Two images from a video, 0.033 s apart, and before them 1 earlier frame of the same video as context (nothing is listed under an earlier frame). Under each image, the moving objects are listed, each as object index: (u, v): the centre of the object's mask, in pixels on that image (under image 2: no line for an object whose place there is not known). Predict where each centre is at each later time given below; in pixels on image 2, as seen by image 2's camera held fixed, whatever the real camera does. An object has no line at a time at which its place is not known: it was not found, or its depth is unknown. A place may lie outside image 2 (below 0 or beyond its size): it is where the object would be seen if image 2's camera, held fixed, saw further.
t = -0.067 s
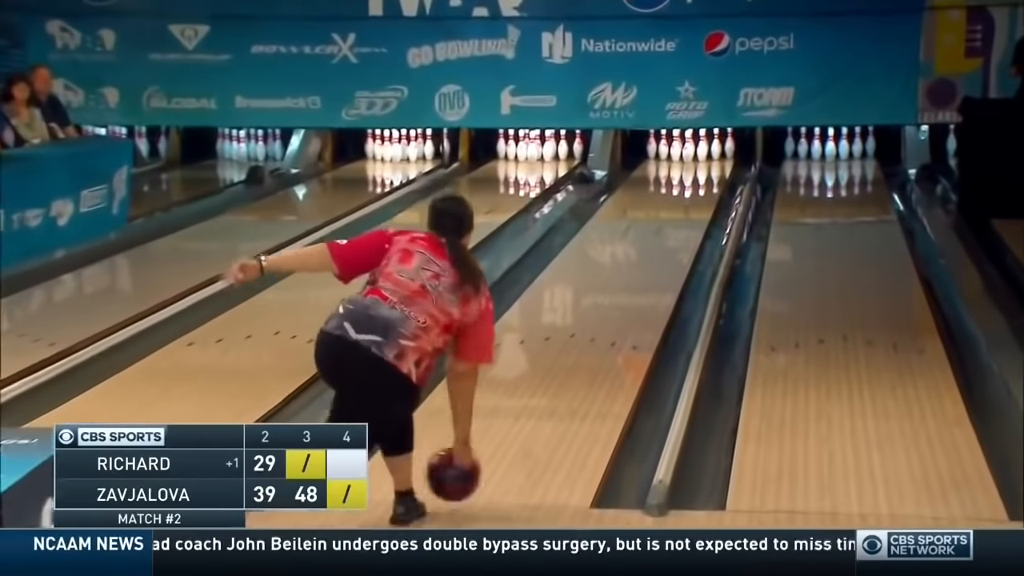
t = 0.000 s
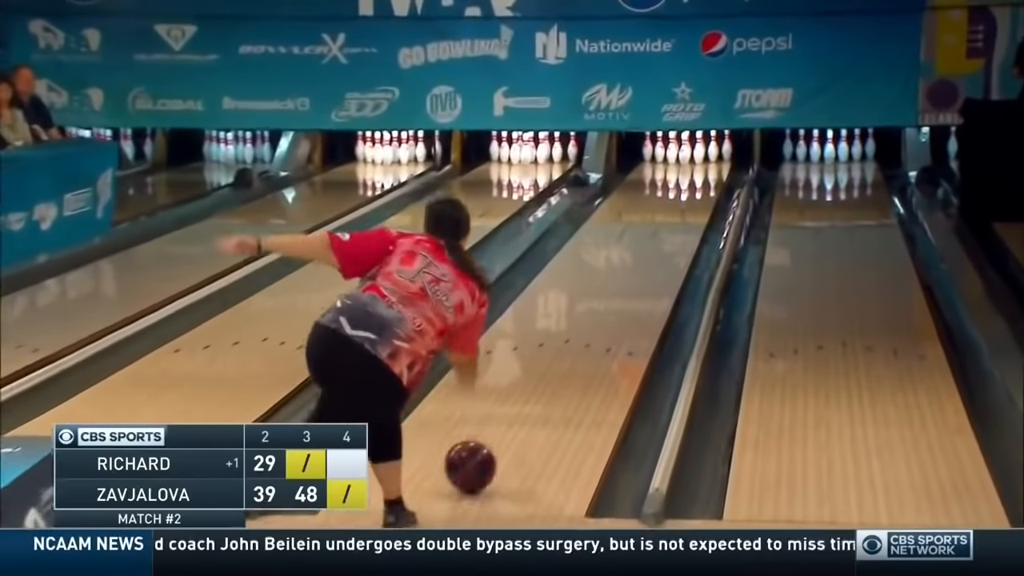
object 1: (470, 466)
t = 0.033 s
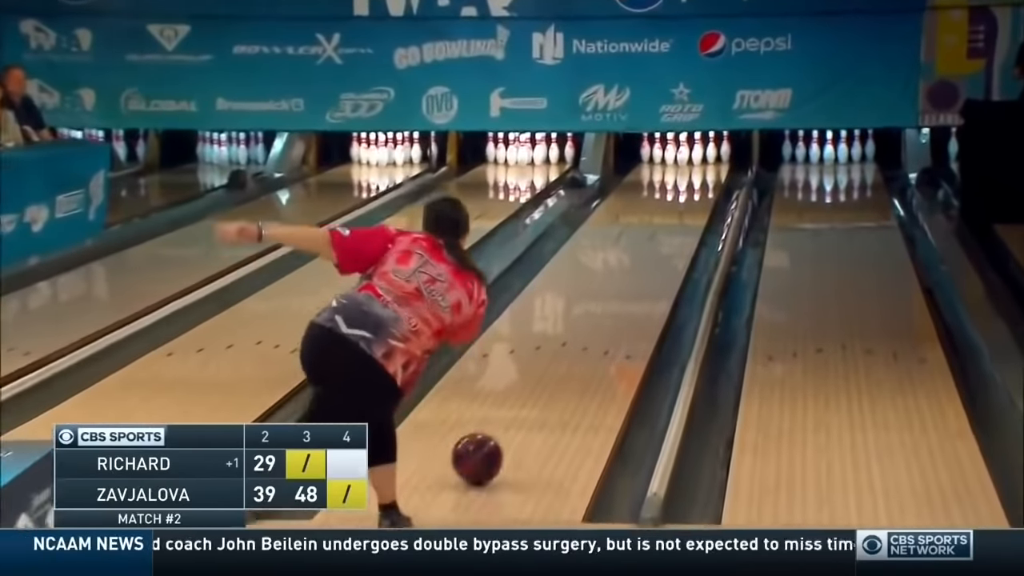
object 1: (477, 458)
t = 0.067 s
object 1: (488, 446)
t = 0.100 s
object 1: (498, 434)
